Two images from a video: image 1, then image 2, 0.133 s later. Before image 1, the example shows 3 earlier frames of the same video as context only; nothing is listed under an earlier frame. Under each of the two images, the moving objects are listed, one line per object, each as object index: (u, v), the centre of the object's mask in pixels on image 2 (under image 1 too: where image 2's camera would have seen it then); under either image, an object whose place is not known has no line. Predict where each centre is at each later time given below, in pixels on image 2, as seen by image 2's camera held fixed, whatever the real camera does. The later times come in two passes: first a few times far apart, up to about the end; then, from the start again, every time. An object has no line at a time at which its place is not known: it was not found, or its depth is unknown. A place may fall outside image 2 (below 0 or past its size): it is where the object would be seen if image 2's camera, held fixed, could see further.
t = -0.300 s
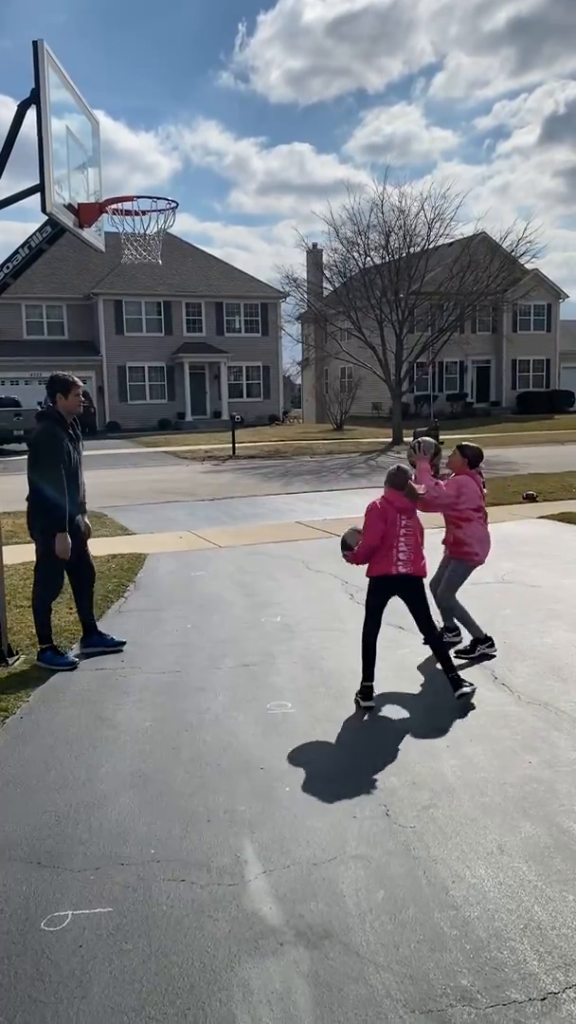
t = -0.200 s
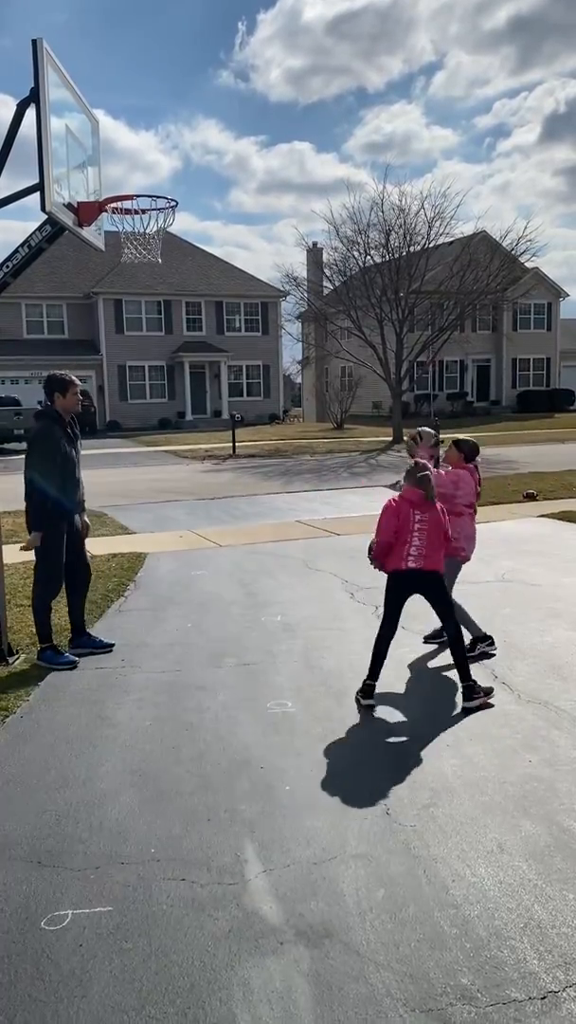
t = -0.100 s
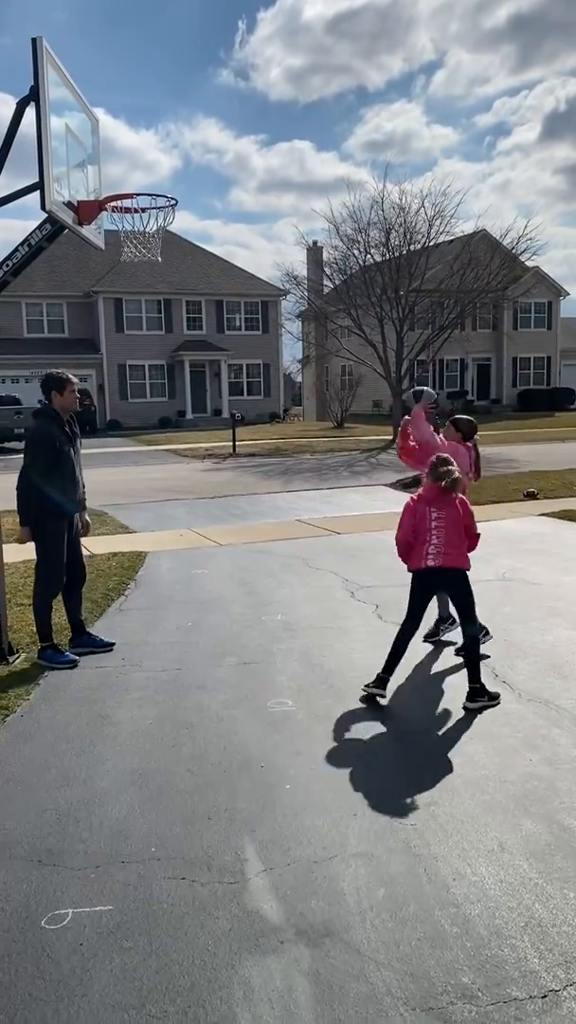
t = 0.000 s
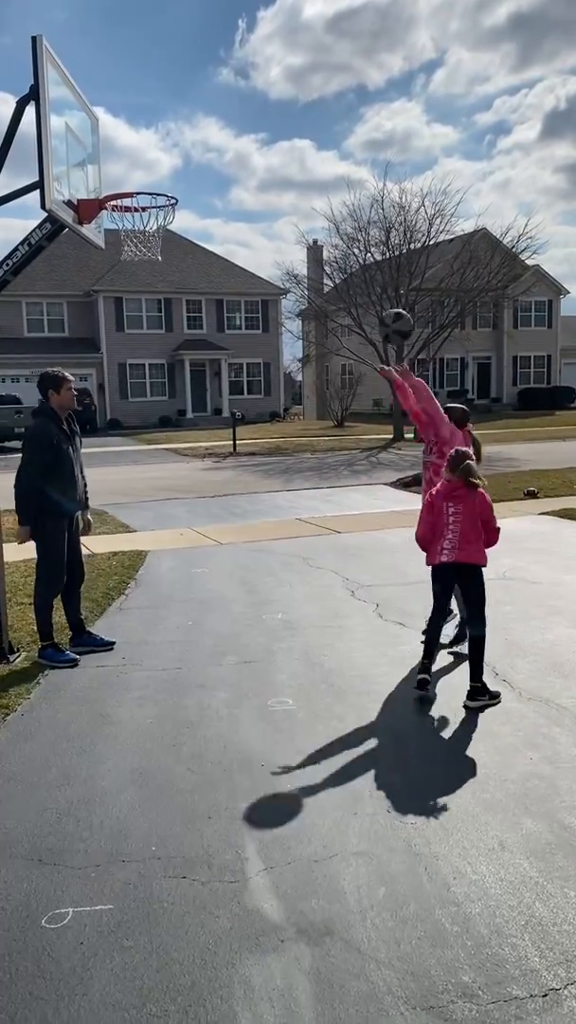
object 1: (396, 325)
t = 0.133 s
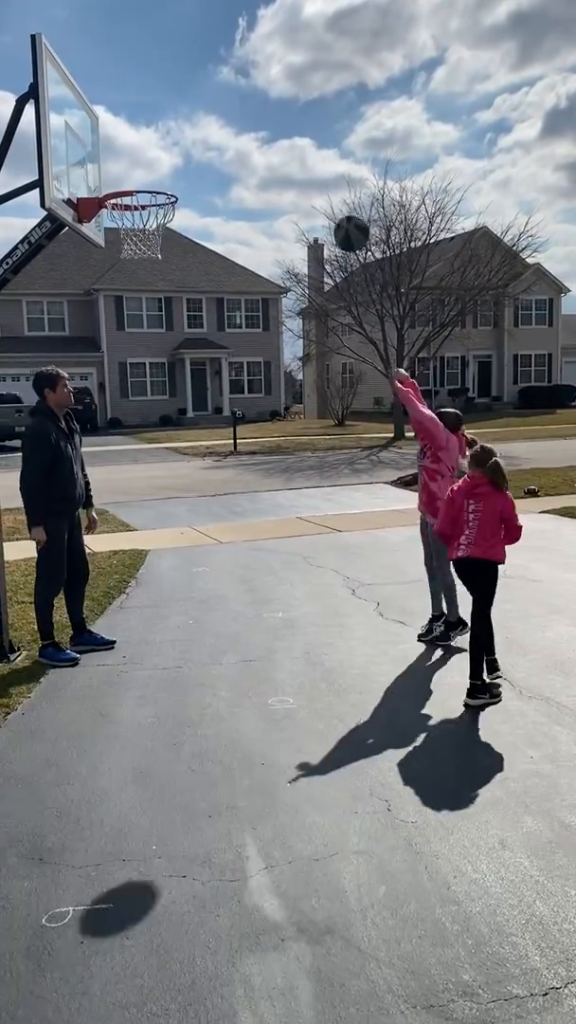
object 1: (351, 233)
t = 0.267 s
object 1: (307, 166)
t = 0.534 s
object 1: (218, 117)
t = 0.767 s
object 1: (143, 166)
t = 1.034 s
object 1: (151, 226)
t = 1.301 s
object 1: (149, 245)
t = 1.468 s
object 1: (127, 278)
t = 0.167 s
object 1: (340, 214)
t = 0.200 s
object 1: (329, 196)
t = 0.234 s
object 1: (318, 180)
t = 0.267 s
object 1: (307, 166)
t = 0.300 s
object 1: (296, 154)
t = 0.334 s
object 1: (285, 143)
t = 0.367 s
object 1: (273, 135)
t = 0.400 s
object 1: (262, 127)
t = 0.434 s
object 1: (251, 122)
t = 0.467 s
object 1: (240, 119)
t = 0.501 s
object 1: (229, 117)
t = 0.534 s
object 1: (218, 117)
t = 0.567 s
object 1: (207, 118)
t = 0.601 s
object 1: (196, 122)
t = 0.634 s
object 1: (185, 127)
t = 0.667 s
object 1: (174, 134)
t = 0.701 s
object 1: (164, 143)
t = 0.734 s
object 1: (153, 153)
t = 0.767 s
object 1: (143, 166)
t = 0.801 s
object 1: (132, 179)
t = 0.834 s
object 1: (126, 193)
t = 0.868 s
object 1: (130, 204)
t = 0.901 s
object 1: (133, 214)
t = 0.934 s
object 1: (136, 222)
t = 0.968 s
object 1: (145, 221)
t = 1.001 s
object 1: (146, 227)
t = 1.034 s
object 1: (151, 226)
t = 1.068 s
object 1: (153, 227)
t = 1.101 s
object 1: (155, 227)
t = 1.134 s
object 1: (156, 228)
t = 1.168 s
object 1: (158, 232)
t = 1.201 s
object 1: (157, 234)
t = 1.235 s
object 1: (155, 238)
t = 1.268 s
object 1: (152, 242)
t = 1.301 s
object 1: (149, 245)
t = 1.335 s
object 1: (145, 249)
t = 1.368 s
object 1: (140, 257)
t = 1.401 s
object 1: (135, 260)
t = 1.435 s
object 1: (132, 268)
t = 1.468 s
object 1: (127, 278)
